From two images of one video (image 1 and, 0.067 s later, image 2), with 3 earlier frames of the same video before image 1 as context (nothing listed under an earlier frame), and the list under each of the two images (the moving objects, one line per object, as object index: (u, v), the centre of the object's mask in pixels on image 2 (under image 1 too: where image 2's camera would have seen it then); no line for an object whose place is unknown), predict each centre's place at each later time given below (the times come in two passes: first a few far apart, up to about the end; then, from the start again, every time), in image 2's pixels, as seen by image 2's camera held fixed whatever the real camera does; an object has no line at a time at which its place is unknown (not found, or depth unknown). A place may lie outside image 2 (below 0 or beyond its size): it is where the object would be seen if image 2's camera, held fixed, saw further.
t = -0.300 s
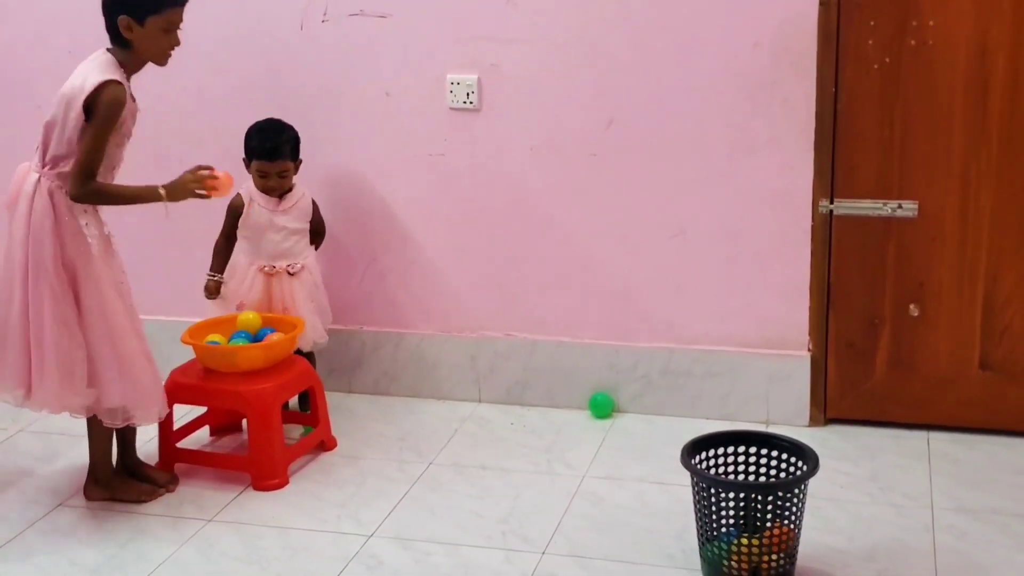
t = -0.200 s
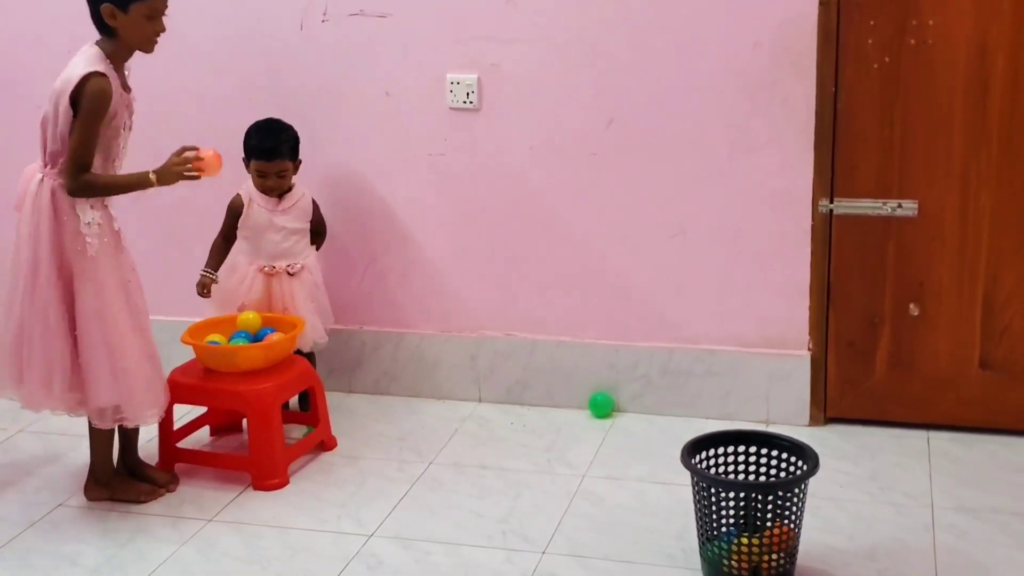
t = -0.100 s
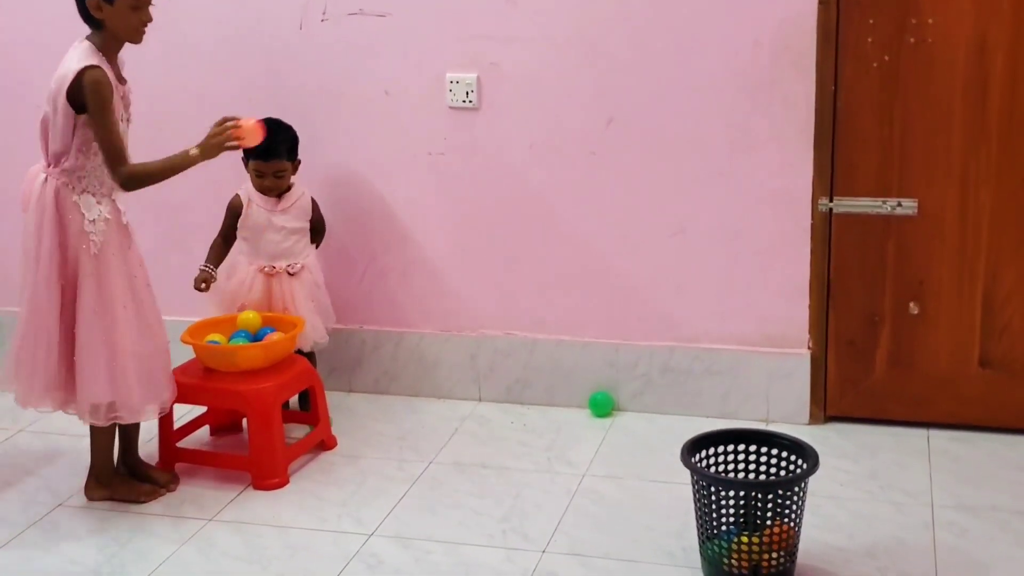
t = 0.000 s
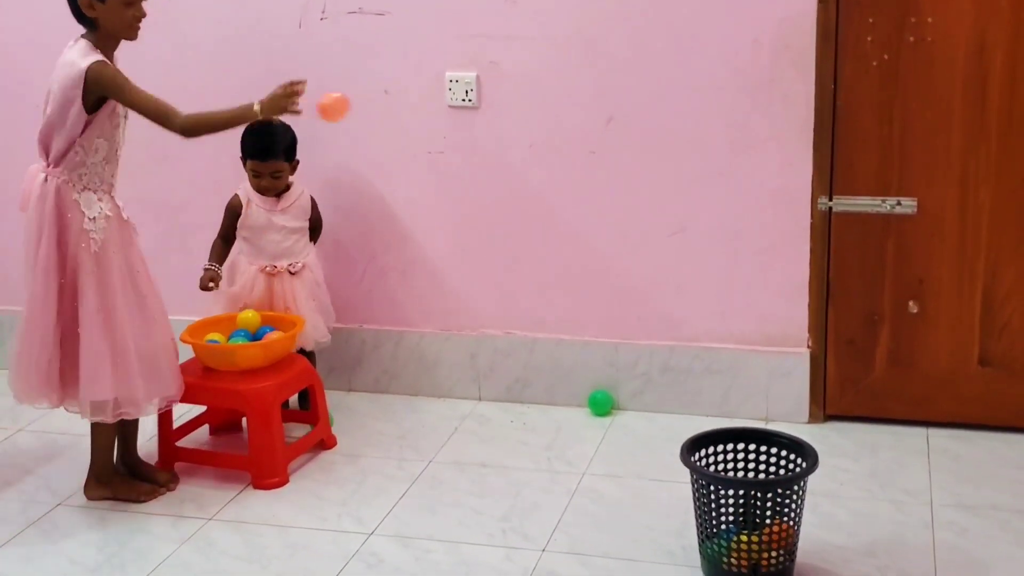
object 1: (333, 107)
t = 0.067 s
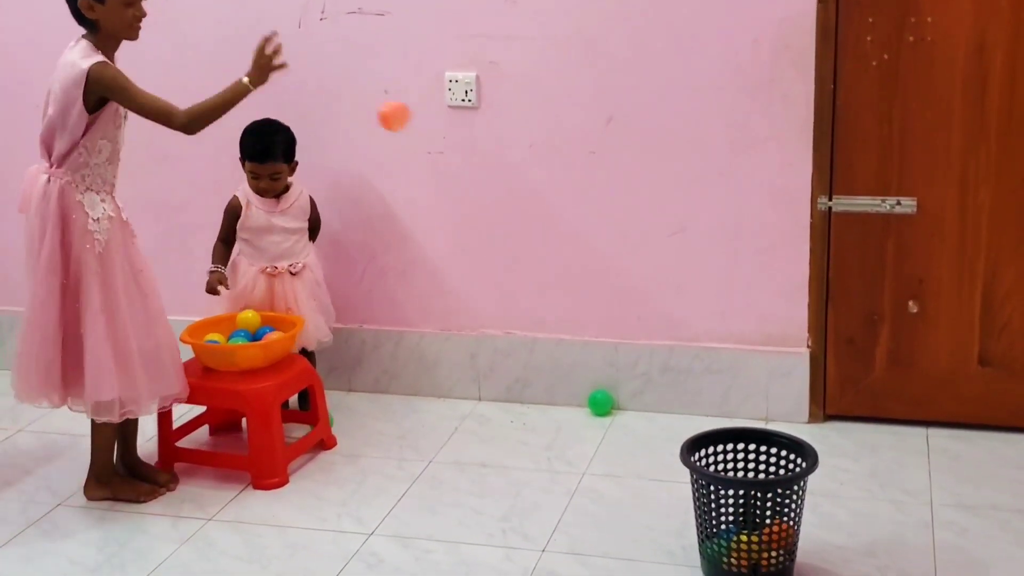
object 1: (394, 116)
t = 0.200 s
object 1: (521, 198)
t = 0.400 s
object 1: (713, 440)
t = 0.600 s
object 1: (924, 449)
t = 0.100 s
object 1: (425, 128)
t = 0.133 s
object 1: (457, 146)
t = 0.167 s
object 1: (489, 169)
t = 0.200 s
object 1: (521, 198)
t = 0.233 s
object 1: (553, 231)
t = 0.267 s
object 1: (585, 271)
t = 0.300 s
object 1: (616, 314)
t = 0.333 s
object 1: (648, 362)
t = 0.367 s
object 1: (679, 415)
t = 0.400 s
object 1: (713, 440)
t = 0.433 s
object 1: (749, 431)
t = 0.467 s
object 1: (784, 425)
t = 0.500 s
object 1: (821, 422)
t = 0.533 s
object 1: (856, 426)
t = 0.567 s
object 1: (890, 435)
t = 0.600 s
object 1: (924, 449)
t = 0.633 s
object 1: (958, 468)
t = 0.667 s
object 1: (989, 491)
